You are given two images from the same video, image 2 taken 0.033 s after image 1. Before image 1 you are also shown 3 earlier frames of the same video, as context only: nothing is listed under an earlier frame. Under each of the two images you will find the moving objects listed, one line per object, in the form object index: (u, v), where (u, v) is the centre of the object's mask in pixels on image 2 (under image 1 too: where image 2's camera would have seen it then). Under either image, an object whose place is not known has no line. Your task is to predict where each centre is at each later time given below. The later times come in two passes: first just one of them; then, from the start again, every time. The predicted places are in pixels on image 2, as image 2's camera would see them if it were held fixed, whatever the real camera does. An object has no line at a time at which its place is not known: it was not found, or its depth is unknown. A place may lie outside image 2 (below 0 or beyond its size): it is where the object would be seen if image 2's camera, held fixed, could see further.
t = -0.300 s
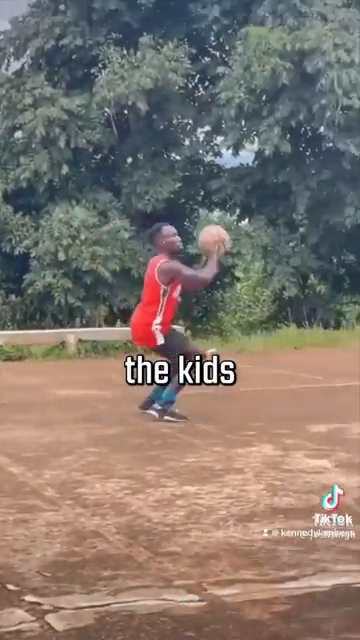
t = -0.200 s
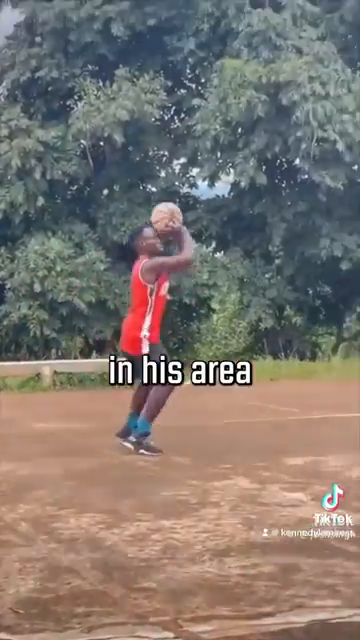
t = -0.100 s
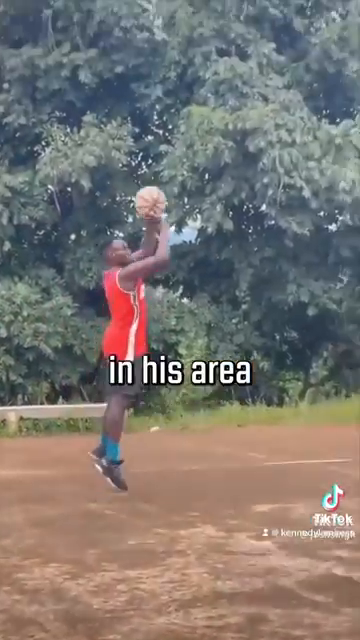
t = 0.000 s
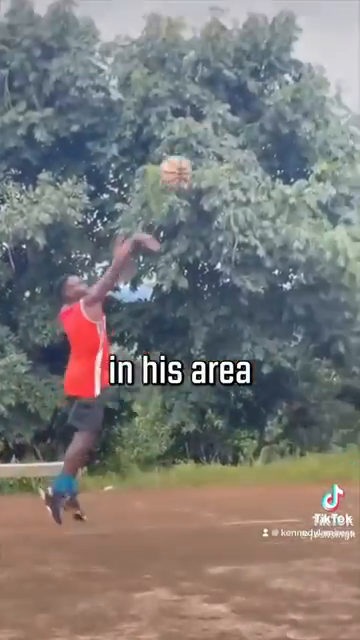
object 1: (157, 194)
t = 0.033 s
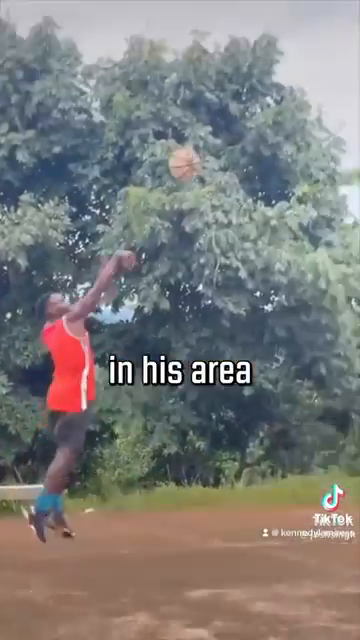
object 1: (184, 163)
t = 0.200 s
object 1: (323, 36)
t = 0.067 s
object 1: (211, 137)
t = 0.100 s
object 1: (241, 110)
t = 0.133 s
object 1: (267, 84)
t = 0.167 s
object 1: (295, 60)
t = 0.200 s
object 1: (323, 36)
